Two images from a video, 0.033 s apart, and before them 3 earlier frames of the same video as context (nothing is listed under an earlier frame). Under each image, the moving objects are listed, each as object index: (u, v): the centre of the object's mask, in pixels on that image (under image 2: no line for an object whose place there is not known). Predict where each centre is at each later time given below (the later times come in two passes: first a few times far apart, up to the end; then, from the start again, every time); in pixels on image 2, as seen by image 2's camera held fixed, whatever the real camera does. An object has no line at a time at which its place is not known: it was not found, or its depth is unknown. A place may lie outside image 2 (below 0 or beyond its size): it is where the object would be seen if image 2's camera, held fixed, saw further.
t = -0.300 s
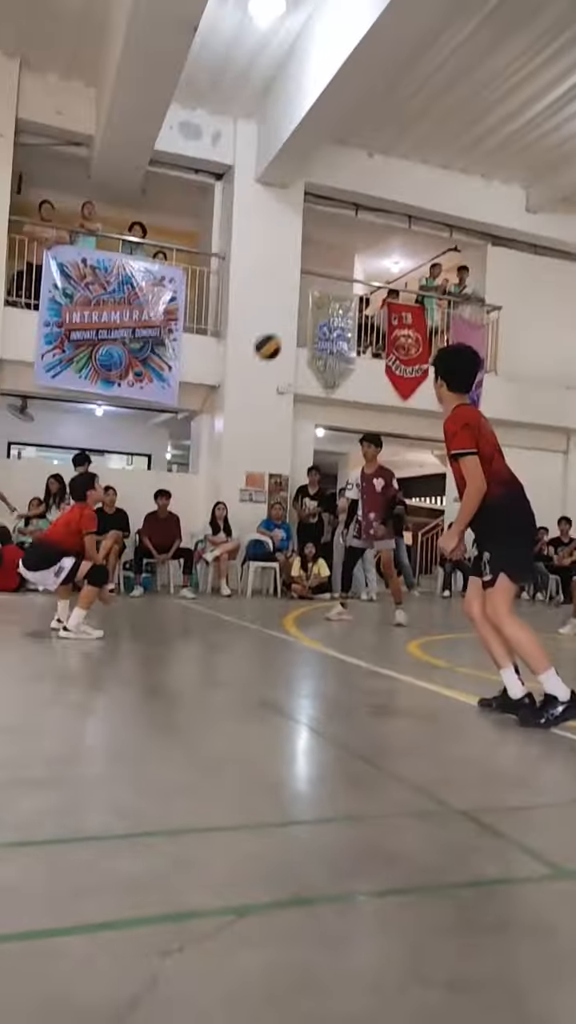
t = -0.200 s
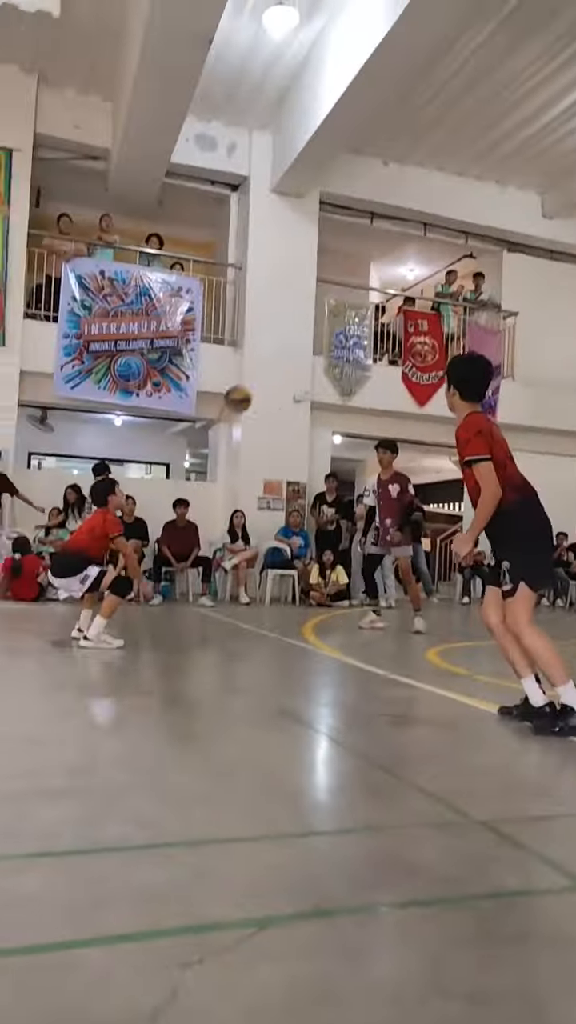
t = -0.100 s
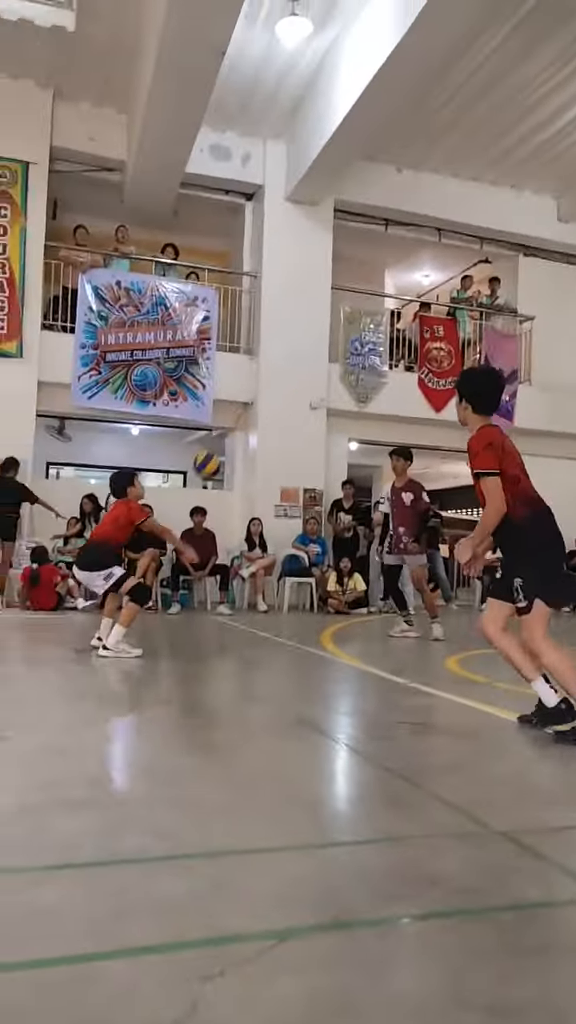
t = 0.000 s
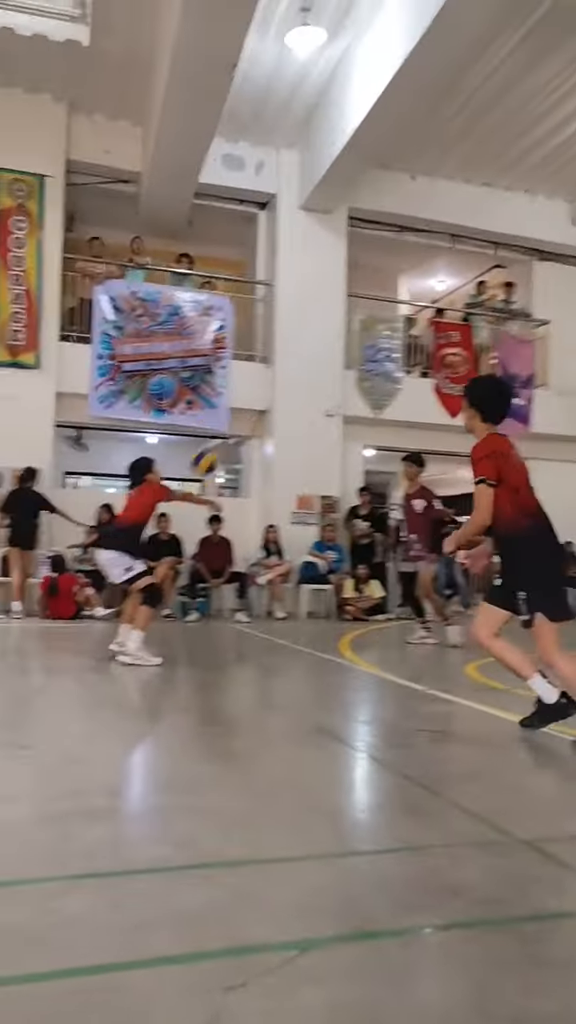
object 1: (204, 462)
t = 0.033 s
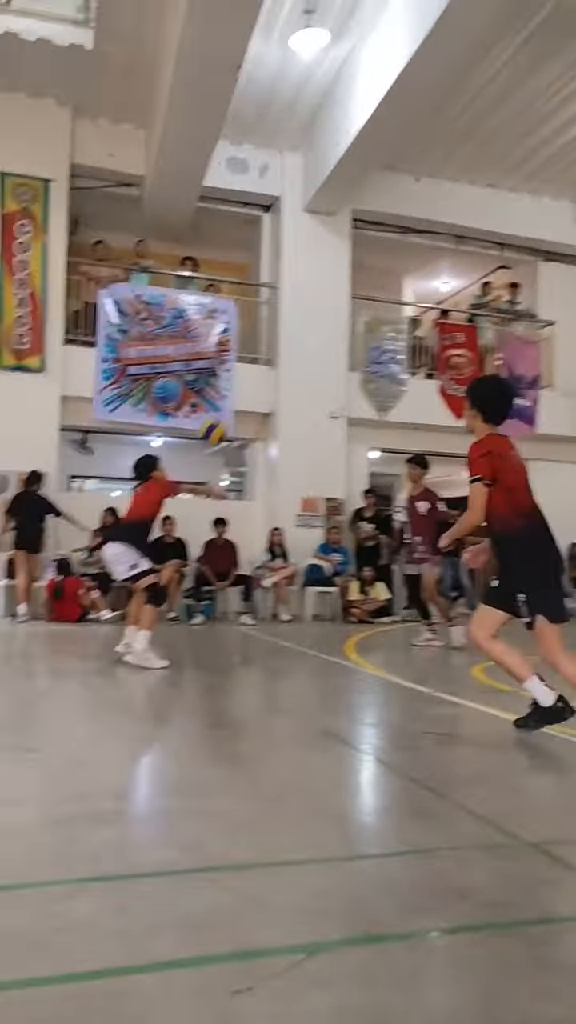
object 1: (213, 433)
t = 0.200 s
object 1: (231, 291)
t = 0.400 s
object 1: (257, 174)
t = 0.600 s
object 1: (275, 107)
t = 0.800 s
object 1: (292, 93)
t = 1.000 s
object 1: (307, 124)
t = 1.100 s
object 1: (314, 157)
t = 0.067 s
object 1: (216, 403)
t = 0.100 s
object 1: (221, 373)
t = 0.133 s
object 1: (224, 344)
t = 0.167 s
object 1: (229, 317)
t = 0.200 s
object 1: (231, 291)
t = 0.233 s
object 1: (237, 267)
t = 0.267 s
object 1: (242, 246)
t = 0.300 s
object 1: (246, 224)
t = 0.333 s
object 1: (250, 207)
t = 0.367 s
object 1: (254, 189)
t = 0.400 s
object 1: (257, 174)
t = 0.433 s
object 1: (261, 159)
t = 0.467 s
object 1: (264, 146)
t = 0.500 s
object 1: (266, 134)
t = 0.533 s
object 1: (269, 123)
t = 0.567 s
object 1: (272, 115)
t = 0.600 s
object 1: (275, 107)
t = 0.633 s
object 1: (278, 101)
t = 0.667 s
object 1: (281, 97)
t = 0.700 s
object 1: (283, 94)
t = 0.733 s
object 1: (286, 93)
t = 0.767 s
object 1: (289, 92)
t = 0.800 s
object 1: (292, 93)
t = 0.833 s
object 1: (294, 95)
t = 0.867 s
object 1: (297, 98)
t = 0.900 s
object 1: (300, 103)
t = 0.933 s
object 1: (302, 109)
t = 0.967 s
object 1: (304, 116)
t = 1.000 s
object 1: (307, 124)
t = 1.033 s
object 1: (309, 134)
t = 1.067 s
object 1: (311, 144)
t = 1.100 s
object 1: (314, 157)
